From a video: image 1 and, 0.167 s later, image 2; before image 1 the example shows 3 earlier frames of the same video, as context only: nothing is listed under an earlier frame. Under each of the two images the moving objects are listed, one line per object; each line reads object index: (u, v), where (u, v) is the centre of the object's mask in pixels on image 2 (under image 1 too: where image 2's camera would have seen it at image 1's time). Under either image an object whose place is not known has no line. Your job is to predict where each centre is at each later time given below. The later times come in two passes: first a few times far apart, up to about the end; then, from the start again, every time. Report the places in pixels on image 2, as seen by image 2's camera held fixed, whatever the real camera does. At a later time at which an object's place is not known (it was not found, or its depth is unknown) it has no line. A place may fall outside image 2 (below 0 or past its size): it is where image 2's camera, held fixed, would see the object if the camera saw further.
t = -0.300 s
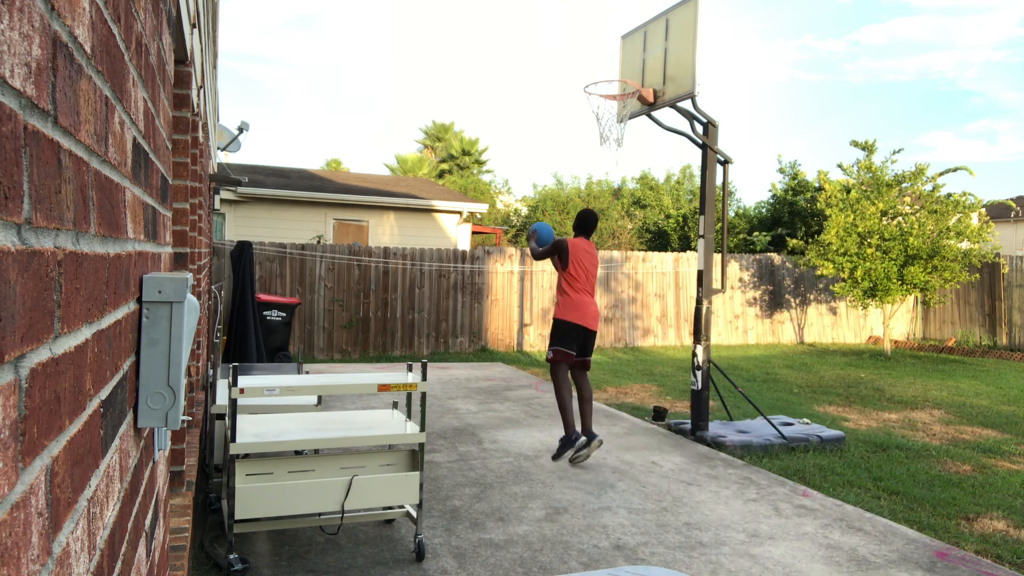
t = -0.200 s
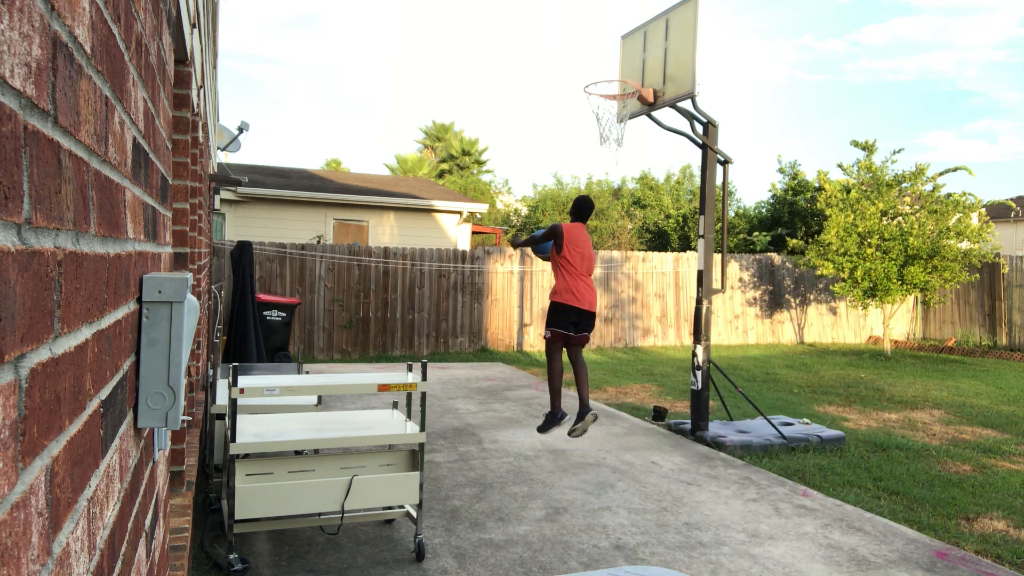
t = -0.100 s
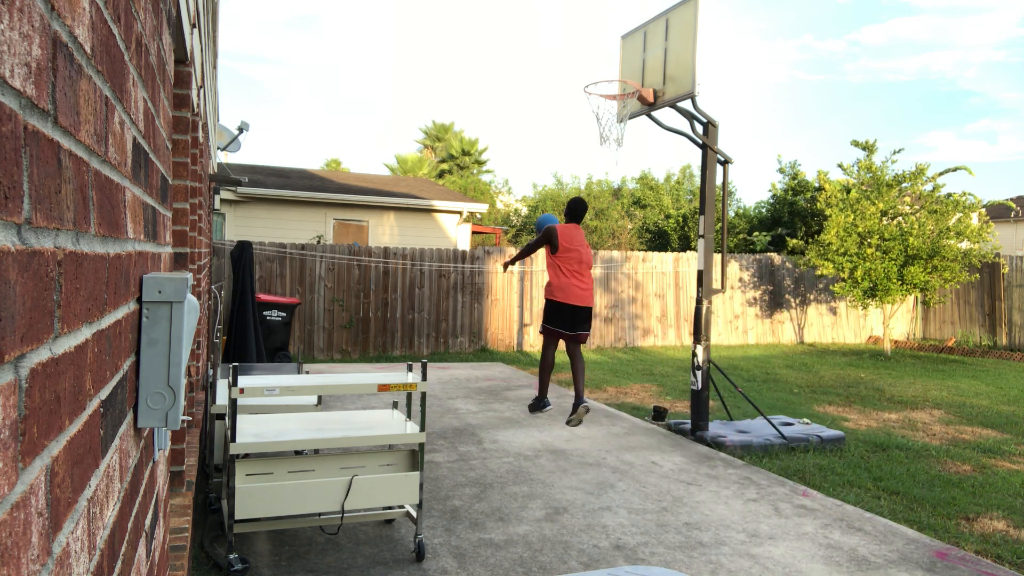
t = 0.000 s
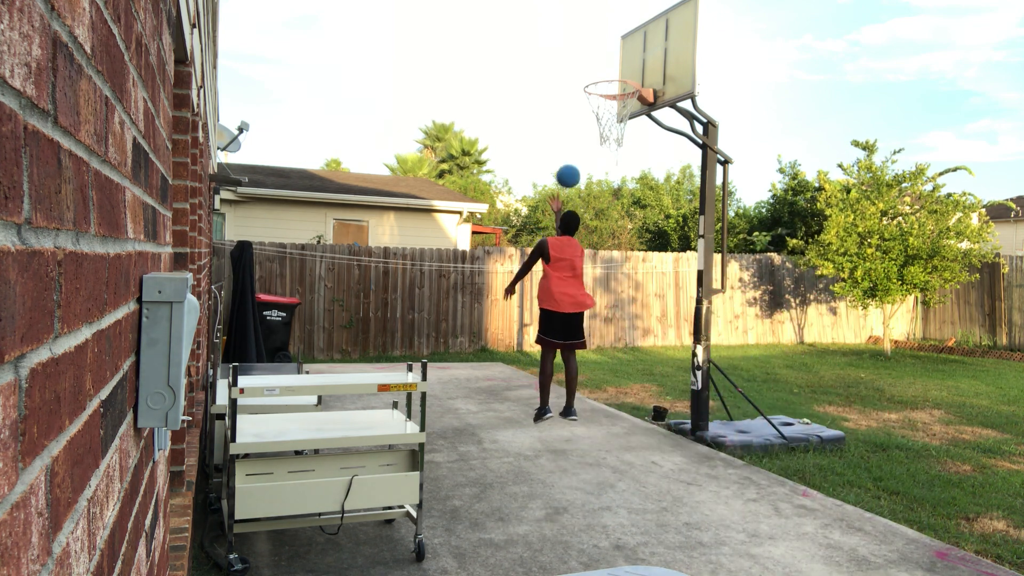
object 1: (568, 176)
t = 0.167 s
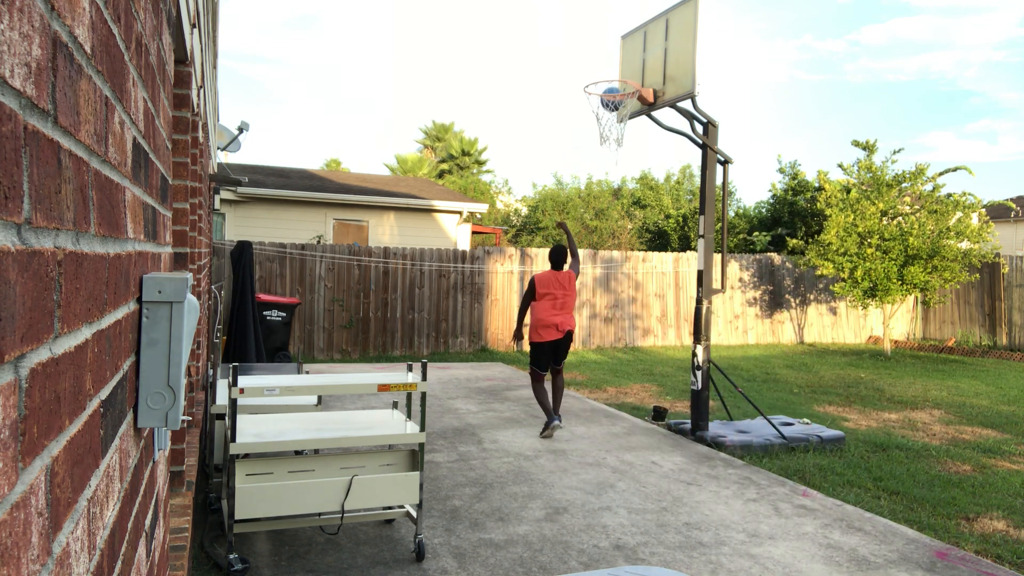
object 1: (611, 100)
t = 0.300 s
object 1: (619, 67)
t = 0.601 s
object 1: (612, 73)
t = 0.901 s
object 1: (600, 152)
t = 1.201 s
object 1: (587, 301)
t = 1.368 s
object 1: (579, 420)
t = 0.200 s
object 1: (620, 85)
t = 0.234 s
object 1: (620, 80)
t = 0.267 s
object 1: (620, 73)
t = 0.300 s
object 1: (619, 67)
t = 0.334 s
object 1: (619, 64)
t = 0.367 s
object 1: (618, 61)
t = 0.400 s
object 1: (618, 59)
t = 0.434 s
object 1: (616, 58)
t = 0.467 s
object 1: (616, 58)
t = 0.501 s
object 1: (615, 60)
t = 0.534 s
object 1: (615, 63)
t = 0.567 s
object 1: (614, 67)
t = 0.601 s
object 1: (612, 73)
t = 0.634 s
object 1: (611, 82)
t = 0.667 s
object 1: (610, 90)
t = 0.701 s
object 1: (608, 99)
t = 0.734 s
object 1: (606, 108)
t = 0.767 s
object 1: (604, 115)
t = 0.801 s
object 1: (603, 122)
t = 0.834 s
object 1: (602, 132)
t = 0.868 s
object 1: (601, 141)
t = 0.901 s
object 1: (600, 152)
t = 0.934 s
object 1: (599, 164)
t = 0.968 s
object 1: (597, 178)
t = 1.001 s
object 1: (596, 192)
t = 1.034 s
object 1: (594, 208)
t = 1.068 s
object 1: (593, 224)
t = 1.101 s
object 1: (591, 241)
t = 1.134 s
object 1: (590, 260)
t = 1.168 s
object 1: (589, 280)
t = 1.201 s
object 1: (587, 301)
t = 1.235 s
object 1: (585, 323)
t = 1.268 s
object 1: (584, 346)
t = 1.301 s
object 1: (582, 370)
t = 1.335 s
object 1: (580, 394)
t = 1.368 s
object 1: (579, 420)
